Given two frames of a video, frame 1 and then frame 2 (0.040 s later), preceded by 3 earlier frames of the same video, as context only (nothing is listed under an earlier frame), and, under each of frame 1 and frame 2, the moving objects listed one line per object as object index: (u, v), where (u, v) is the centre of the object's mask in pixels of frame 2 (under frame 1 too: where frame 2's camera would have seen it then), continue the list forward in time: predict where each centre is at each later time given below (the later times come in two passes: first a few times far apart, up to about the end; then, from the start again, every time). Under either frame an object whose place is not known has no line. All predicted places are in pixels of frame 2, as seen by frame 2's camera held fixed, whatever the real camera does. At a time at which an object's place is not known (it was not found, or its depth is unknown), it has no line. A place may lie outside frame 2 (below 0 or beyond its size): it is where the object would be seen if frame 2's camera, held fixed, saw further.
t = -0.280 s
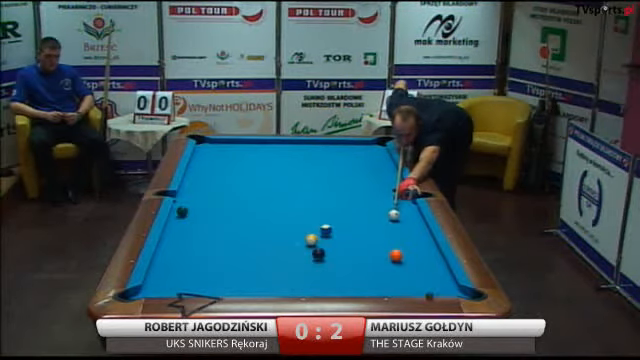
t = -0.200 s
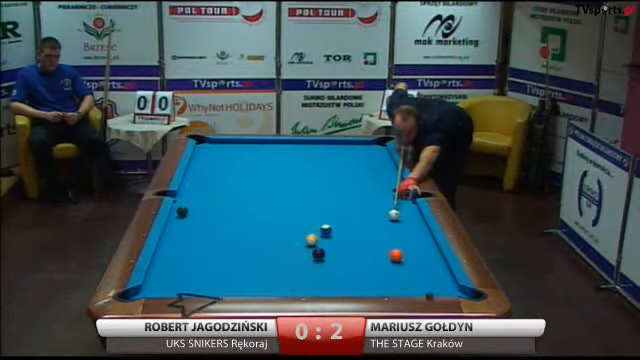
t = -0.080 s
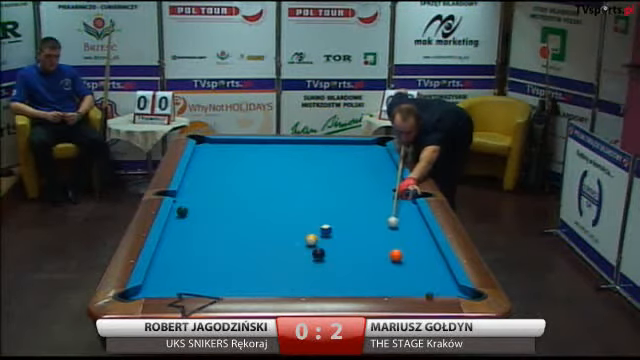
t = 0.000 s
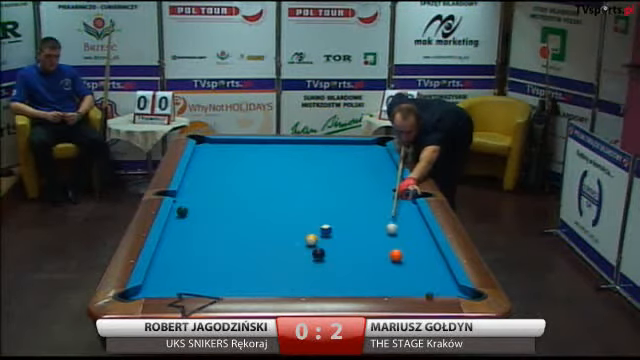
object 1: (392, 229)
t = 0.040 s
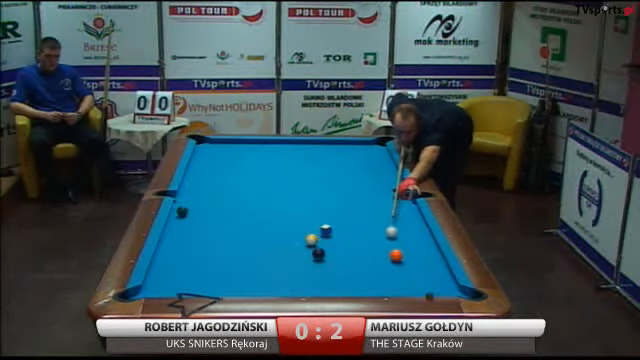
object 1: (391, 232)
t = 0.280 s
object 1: (385, 252)
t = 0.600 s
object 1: (352, 265)
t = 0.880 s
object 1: (322, 278)
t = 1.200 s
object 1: (288, 289)
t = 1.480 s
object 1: (266, 285)
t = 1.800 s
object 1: (244, 278)
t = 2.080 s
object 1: (227, 272)
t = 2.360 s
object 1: (211, 267)
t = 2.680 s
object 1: (195, 263)
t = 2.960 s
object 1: (182, 259)
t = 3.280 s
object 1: (170, 255)
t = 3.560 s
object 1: (161, 252)
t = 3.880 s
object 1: (168, 250)
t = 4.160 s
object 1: (173, 249)
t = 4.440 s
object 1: (175, 249)
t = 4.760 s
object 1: (178, 248)
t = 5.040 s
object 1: (179, 248)
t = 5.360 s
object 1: (179, 248)
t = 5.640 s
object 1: (179, 248)
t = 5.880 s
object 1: (179, 248)
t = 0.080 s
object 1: (391, 235)
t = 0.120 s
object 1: (390, 239)
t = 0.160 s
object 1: (390, 242)
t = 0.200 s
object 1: (389, 246)
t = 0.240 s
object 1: (388, 249)
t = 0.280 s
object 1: (385, 252)
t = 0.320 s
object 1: (380, 253)
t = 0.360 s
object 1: (376, 254)
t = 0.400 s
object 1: (372, 256)
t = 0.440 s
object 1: (368, 258)
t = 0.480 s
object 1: (364, 260)
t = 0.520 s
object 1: (360, 262)
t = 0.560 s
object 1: (356, 263)
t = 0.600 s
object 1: (352, 265)
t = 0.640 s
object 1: (348, 267)
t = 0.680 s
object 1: (344, 269)
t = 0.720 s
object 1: (340, 271)
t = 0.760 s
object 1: (335, 272)
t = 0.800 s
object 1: (331, 274)
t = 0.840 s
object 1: (327, 276)
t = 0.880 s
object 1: (322, 278)
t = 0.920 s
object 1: (318, 280)
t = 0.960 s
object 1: (313, 282)
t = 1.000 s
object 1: (309, 284)
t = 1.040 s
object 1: (305, 285)
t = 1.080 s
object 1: (300, 286)
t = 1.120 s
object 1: (296, 288)
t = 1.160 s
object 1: (292, 289)
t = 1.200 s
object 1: (288, 289)
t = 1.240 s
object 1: (284, 288)
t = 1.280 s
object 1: (281, 288)
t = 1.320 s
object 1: (278, 287)
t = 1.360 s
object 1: (275, 286)
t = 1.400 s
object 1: (272, 286)
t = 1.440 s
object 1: (270, 286)
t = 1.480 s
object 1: (266, 285)
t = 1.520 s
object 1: (264, 284)
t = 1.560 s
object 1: (261, 283)
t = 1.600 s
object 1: (258, 282)
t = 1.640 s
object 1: (256, 281)
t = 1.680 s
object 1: (252, 280)
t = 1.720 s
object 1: (250, 279)
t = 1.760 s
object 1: (247, 279)
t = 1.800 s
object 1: (244, 278)
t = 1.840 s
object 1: (242, 277)
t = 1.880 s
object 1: (239, 276)
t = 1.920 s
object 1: (237, 275)
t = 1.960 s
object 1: (234, 275)
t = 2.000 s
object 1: (232, 273)
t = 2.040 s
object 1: (230, 272)
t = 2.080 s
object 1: (227, 272)
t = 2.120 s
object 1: (225, 271)
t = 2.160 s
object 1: (222, 271)
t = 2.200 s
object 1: (220, 270)
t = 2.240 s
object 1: (218, 269)
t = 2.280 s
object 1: (216, 269)
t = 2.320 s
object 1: (213, 268)
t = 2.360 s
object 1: (211, 267)
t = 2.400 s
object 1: (209, 267)
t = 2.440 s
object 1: (207, 266)
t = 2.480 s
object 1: (205, 265)
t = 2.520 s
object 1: (203, 265)
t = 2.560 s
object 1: (201, 264)
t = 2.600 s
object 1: (199, 264)
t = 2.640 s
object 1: (197, 263)
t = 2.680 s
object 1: (195, 263)
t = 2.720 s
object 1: (193, 262)
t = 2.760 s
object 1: (191, 262)
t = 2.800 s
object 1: (189, 261)
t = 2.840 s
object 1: (187, 260)
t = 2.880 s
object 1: (186, 260)
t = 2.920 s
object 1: (184, 259)
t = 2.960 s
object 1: (182, 259)
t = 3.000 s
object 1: (181, 258)
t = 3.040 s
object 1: (179, 258)
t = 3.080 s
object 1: (177, 257)
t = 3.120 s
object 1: (176, 257)
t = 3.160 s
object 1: (174, 256)
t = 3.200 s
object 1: (173, 256)
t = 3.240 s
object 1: (171, 255)
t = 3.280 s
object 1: (170, 255)
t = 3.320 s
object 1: (168, 254)
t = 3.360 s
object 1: (167, 254)
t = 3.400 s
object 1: (165, 253)
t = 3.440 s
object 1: (164, 253)
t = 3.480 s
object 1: (163, 252)
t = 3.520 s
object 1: (161, 252)
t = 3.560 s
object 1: (161, 252)
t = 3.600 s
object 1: (162, 252)
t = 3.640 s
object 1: (163, 251)
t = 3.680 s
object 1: (164, 251)
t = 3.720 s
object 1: (165, 251)
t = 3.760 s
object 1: (166, 251)
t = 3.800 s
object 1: (166, 251)
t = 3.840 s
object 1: (166, 251)
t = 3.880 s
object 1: (168, 250)
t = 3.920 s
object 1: (168, 250)
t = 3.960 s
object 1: (169, 250)
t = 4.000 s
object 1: (169, 250)
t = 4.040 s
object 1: (170, 249)
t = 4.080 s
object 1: (170, 249)
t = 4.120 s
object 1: (172, 249)
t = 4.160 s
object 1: (173, 249)
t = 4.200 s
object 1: (173, 249)
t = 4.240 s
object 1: (174, 249)
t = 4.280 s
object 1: (174, 249)
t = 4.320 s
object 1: (174, 249)
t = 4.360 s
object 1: (175, 249)
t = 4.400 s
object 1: (175, 249)
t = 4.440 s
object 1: (175, 249)
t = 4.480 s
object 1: (176, 249)
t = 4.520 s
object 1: (176, 248)
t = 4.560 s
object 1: (177, 248)
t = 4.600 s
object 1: (177, 248)
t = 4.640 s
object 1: (178, 248)
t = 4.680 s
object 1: (178, 248)
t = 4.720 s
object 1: (178, 248)
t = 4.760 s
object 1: (178, 248)
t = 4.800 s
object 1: (178, 248)
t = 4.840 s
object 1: (178, 248)
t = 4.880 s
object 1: (178, 248)
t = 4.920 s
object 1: (178, 248)
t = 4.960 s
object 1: (179, 248)
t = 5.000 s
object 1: (179, 248)
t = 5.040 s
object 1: (179, 248)
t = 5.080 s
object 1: (179, 248)
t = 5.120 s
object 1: (179, 248)
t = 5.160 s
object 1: (179, 248)
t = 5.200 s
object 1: (179, 248)
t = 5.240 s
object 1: (179, 248)
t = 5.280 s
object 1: (179, 248)
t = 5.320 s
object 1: (179, 248)
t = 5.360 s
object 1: (179, 248)
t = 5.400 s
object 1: (179, 248)
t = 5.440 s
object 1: (179, 248)
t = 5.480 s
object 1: (179, 248)
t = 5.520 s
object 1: (179, 248)
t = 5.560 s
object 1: (179, 248)
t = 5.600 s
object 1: (179, 248)
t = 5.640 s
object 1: (179, 248)
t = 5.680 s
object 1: (179, 248)
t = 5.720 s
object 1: (179, 248)
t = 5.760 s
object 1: (179, 248)
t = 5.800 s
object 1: (179, 248)
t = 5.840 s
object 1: (179, 248)
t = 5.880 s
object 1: (179, 248)
